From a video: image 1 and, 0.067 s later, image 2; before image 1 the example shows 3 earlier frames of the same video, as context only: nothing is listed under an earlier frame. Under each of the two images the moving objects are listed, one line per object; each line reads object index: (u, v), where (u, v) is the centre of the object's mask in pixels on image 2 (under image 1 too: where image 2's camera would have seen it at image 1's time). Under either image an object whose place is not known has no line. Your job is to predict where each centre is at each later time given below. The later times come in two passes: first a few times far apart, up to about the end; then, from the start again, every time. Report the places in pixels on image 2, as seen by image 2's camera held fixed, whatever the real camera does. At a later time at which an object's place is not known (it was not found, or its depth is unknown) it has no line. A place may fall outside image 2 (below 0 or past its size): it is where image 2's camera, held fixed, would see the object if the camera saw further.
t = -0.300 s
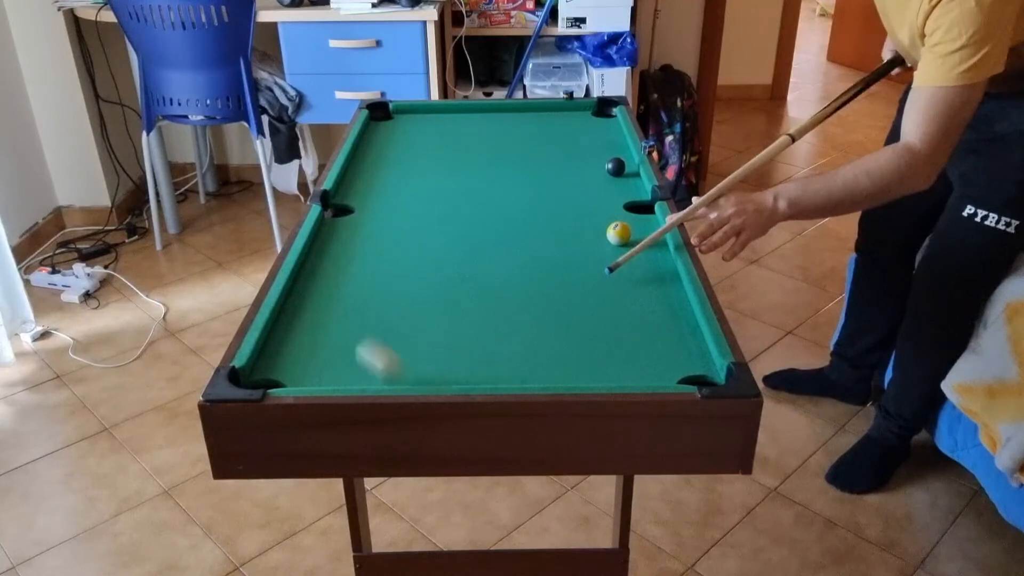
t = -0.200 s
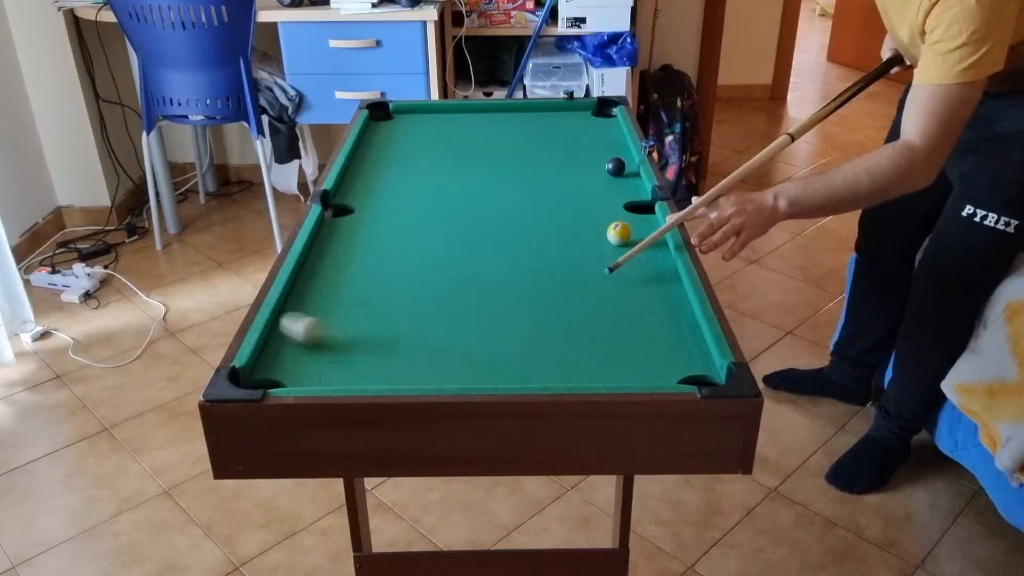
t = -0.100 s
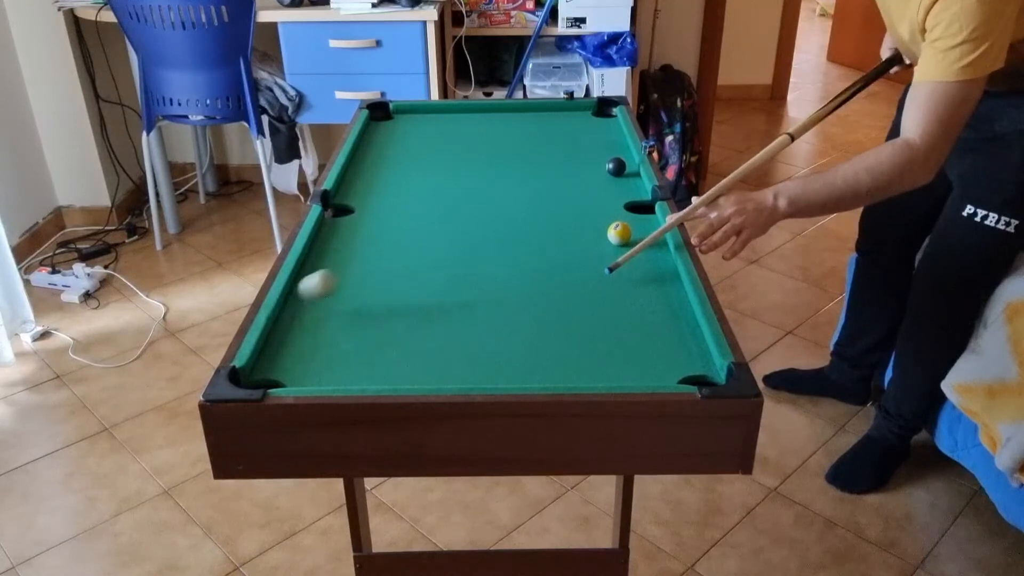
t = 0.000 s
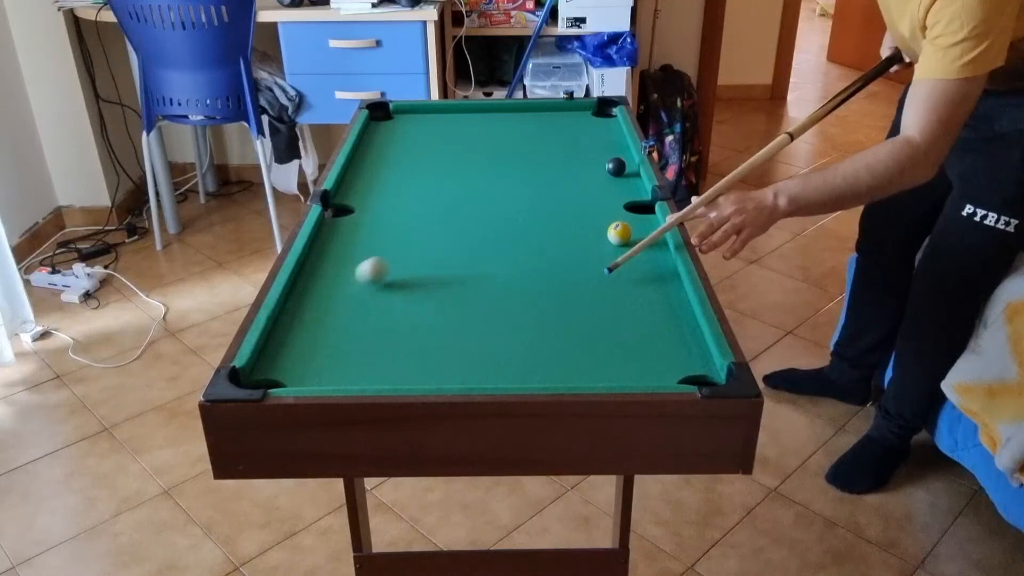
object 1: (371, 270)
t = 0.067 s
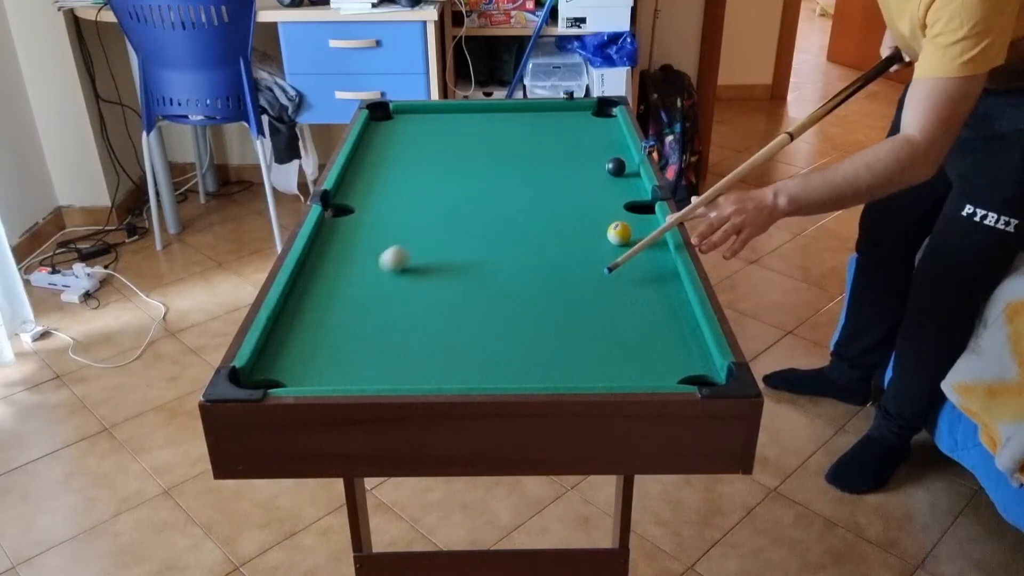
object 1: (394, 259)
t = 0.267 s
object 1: (446, 224)
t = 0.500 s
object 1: (495, 191)
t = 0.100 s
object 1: (403, 252)
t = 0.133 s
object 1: (412, 247)
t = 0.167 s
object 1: (421, 241)
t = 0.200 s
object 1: (430, 235)
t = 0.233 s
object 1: (438, 229)
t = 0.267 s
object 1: (446, 224)
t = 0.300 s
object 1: (453, 219)
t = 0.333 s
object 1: (461, 214)
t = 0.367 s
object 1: (468, 209)
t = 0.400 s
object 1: (475, 204)
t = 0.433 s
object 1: (482, 200)
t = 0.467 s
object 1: (489, 195)
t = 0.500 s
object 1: (495, 191)
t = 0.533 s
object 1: (502, 187)
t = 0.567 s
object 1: (508, 183)
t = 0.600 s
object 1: (514, 179)
